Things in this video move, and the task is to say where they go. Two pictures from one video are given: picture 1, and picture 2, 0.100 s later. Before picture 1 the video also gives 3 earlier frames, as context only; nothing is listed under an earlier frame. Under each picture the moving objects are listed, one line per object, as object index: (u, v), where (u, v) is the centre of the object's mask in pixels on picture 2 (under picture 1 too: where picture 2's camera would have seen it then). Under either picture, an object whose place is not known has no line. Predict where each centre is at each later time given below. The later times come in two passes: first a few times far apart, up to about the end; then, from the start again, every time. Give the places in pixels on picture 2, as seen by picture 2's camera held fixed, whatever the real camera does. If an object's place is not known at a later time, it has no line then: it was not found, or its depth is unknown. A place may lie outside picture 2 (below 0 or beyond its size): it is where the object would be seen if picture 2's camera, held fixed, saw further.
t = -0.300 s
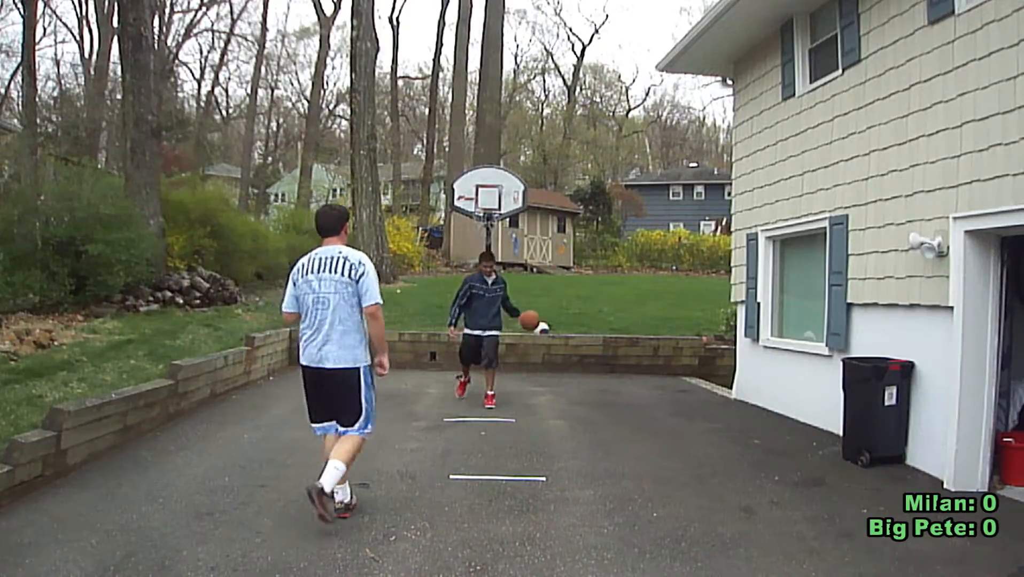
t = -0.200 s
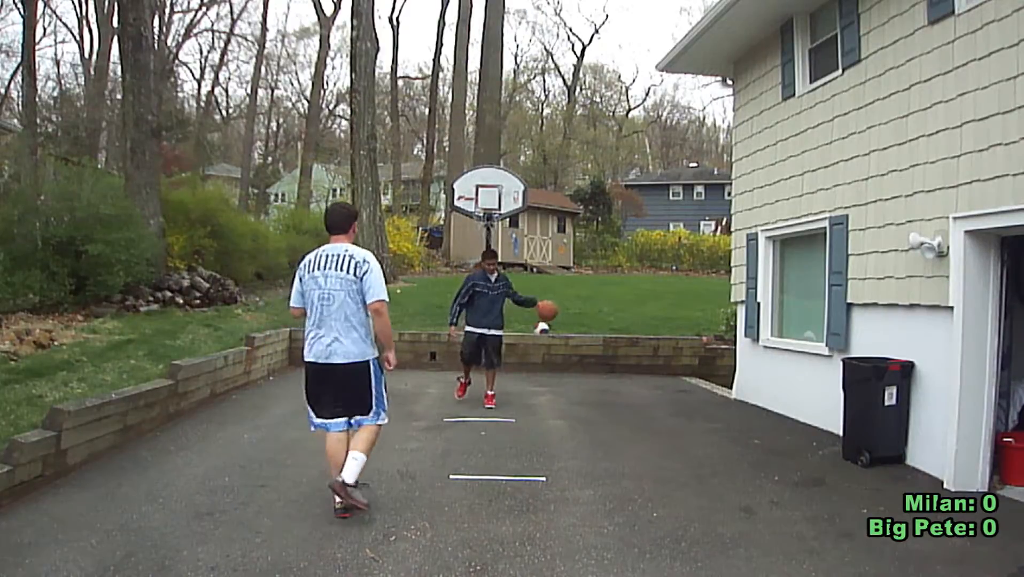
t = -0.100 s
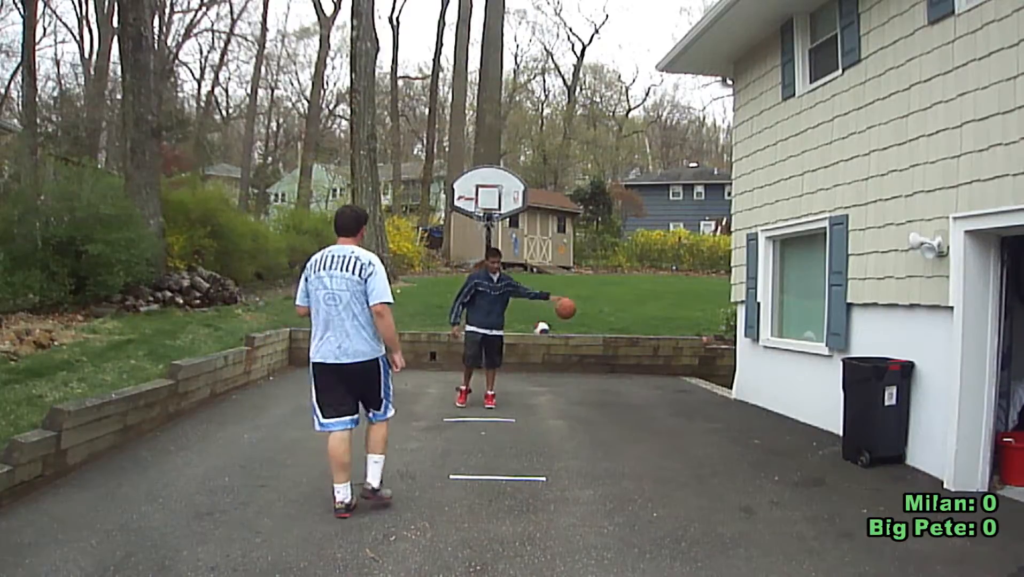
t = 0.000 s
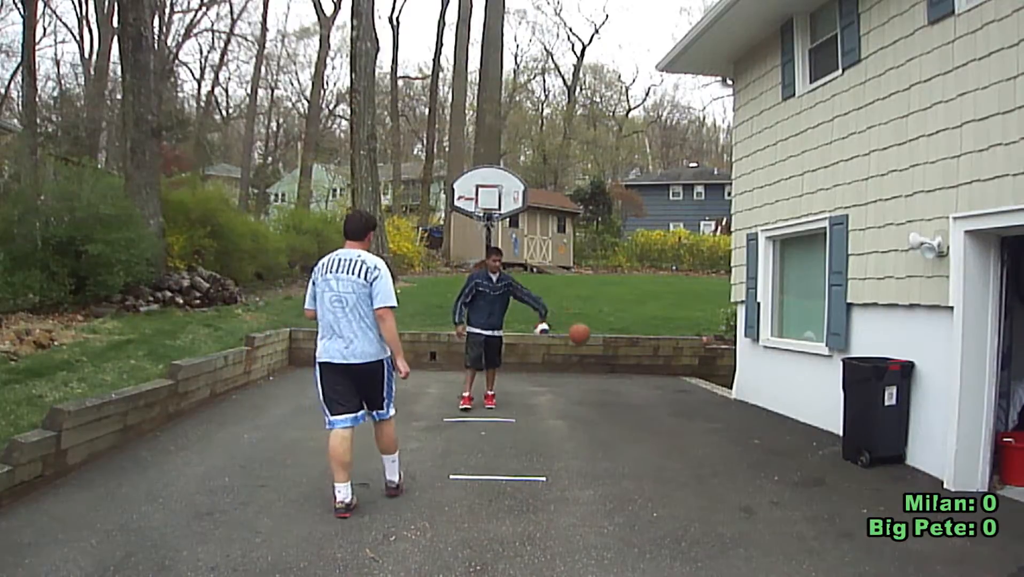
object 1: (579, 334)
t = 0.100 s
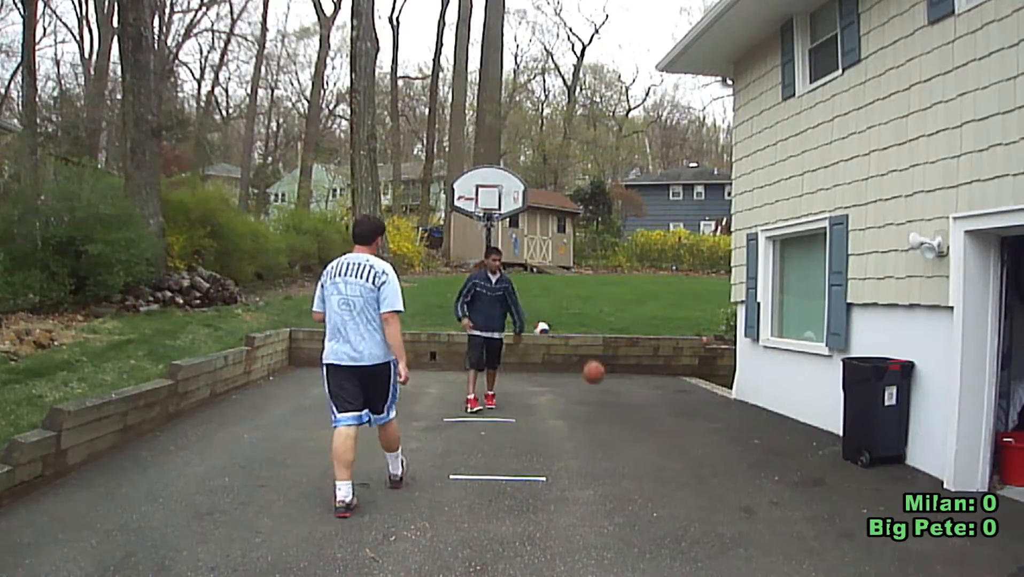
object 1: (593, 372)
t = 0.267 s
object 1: (608, 377)
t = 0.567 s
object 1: (621, 332)
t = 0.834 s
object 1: (631, 363)
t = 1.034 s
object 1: (639, 414)
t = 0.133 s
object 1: (598, 387)
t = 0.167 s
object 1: (604, 404)
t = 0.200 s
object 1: (605, 397)
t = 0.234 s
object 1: (607, 387)
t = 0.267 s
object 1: (608, 377)
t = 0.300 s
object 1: (610, 368)
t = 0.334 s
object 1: (611, 359)
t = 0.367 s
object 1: (613, 353)
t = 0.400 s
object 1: (614, 347)
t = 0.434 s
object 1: (615, 343)
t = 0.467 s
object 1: (616, 338)
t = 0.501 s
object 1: (618, 335)
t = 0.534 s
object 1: (619, 333)
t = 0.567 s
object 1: (621, 332)
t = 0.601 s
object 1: (622, 333)
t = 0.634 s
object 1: (623, 333)
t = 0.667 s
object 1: (625, 336)
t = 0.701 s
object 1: (626, 339)
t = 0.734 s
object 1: (627, 343)
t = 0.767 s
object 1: (628, 349)
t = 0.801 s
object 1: (630, 355)
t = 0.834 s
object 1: (631, 363)
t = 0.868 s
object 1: (633, 372)
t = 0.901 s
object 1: (634, 383)
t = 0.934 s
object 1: (635, 394)
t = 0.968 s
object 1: (636, 407)
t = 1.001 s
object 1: (637, 420)
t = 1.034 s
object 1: (639, 414)
